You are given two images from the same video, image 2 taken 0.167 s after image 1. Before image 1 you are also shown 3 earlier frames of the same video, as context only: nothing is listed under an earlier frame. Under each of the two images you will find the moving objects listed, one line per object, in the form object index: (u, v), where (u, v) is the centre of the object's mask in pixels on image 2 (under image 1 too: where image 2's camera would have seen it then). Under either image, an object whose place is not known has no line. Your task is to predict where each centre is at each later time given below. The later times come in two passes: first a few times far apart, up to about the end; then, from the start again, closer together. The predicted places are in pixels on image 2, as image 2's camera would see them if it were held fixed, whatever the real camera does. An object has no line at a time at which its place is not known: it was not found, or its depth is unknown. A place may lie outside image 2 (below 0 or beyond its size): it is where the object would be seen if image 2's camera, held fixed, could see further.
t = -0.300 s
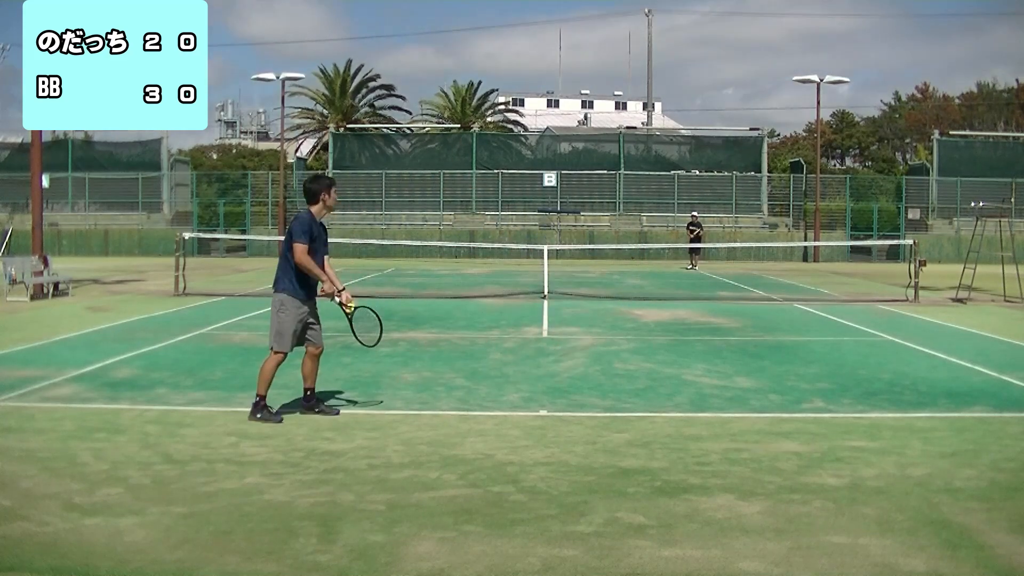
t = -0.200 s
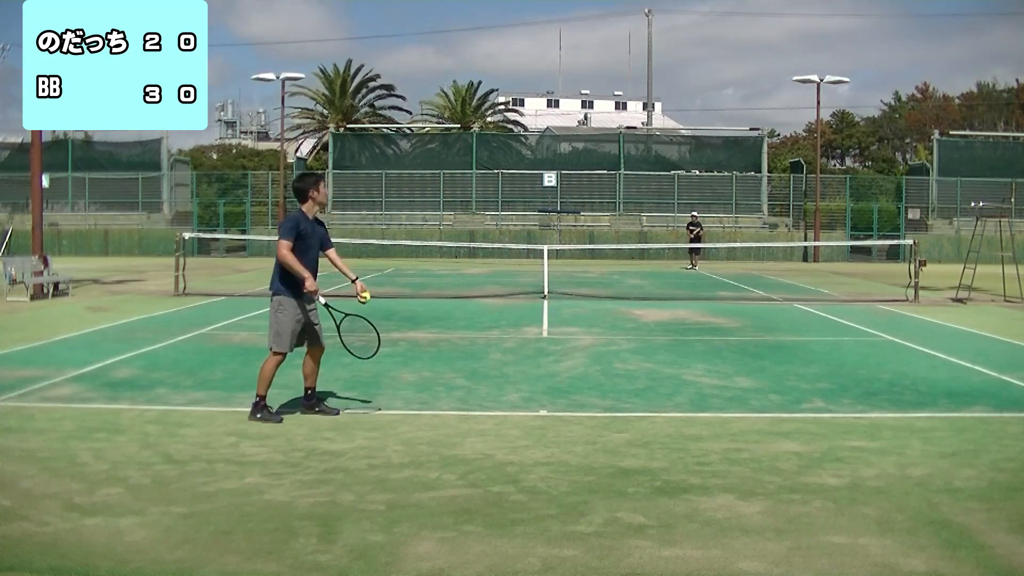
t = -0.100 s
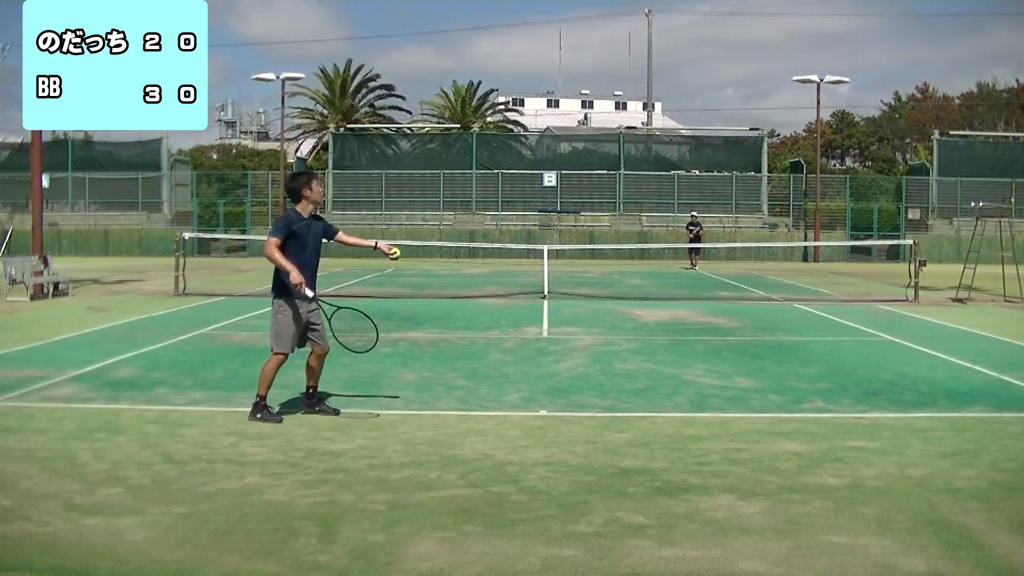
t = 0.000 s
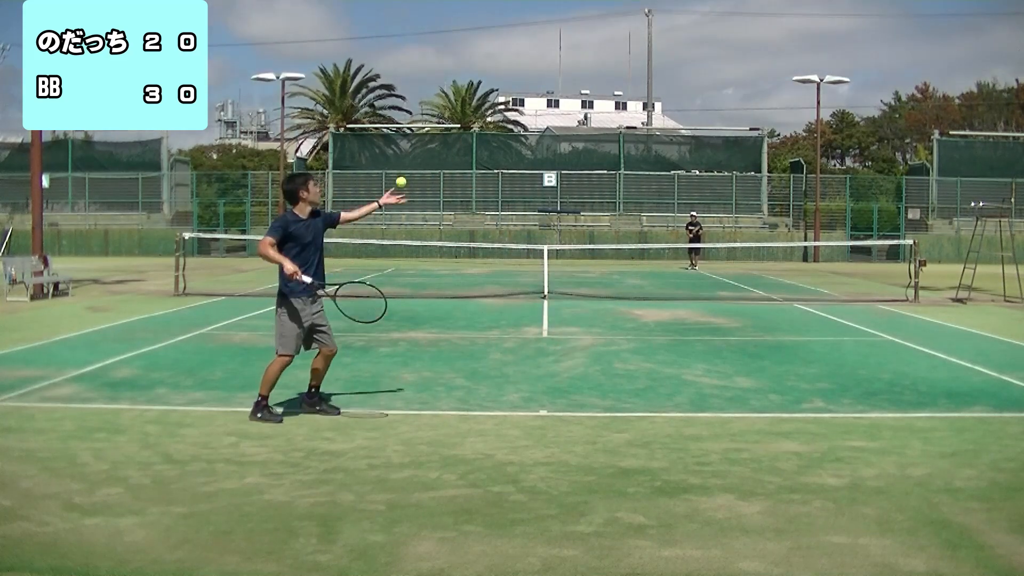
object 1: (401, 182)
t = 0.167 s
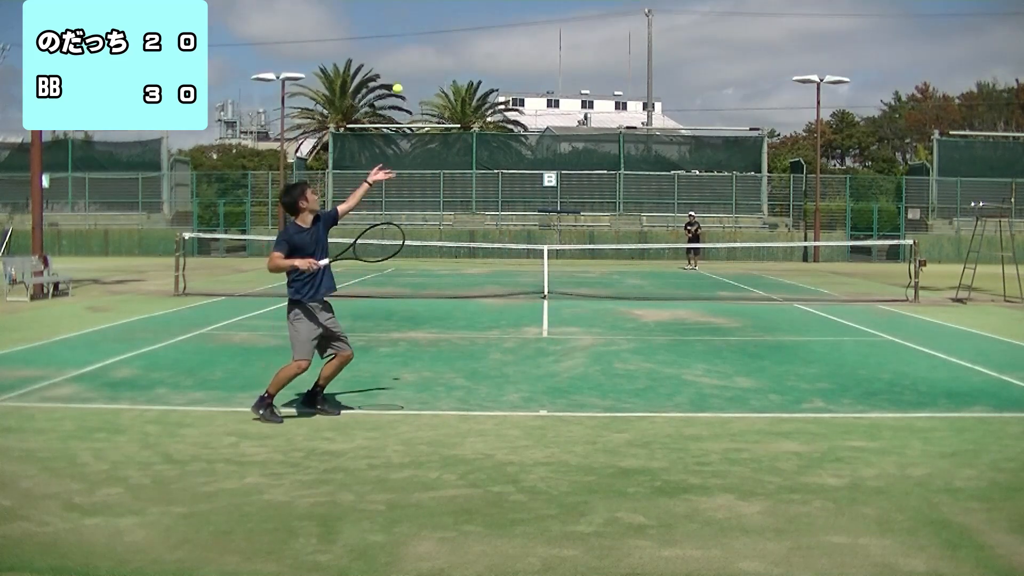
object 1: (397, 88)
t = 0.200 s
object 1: (397, 75)
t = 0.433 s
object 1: (391, 24)
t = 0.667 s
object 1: (386, 48)
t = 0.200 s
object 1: (397, 75)
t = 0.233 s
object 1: (396, 63)
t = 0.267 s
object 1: (395, 53)
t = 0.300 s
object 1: (394, 44)
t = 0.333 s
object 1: (394, 37)
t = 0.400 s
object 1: (392, 27)
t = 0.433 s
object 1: (391, 24)
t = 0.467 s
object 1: (391, 23)
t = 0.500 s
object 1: (390, 24)
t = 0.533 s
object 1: (389, 26)
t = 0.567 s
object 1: (388, 29)
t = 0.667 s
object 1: (386, 48)
